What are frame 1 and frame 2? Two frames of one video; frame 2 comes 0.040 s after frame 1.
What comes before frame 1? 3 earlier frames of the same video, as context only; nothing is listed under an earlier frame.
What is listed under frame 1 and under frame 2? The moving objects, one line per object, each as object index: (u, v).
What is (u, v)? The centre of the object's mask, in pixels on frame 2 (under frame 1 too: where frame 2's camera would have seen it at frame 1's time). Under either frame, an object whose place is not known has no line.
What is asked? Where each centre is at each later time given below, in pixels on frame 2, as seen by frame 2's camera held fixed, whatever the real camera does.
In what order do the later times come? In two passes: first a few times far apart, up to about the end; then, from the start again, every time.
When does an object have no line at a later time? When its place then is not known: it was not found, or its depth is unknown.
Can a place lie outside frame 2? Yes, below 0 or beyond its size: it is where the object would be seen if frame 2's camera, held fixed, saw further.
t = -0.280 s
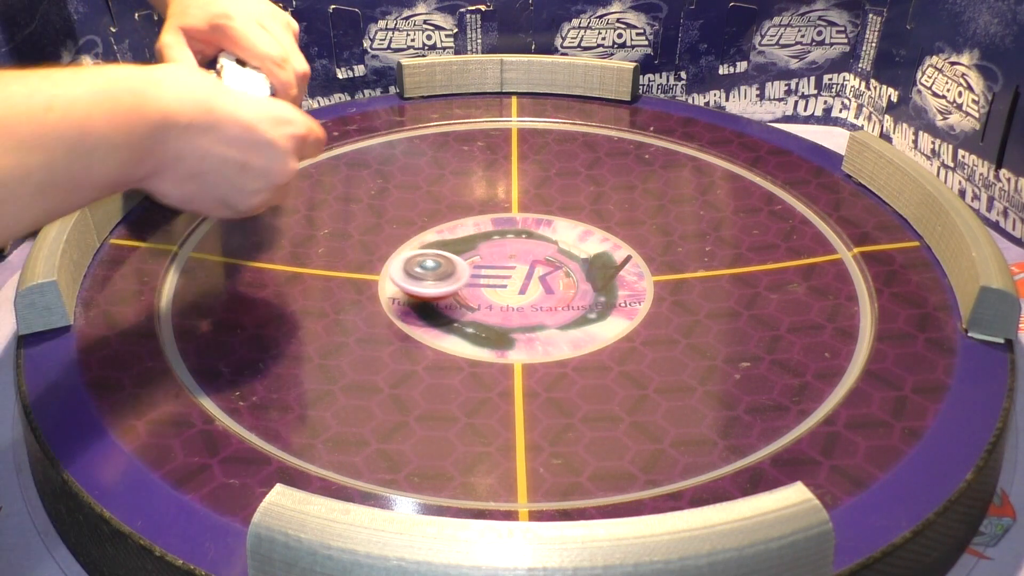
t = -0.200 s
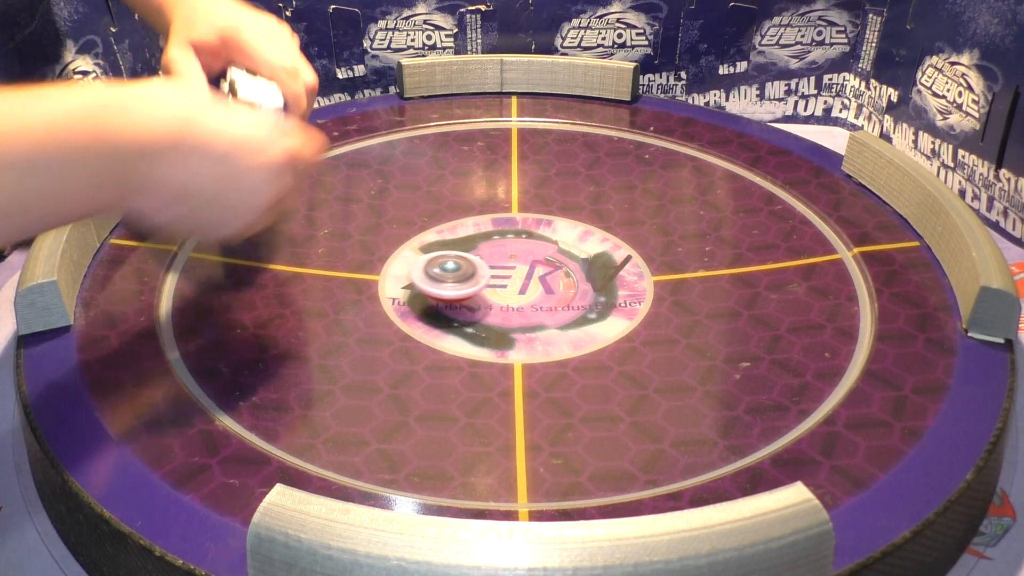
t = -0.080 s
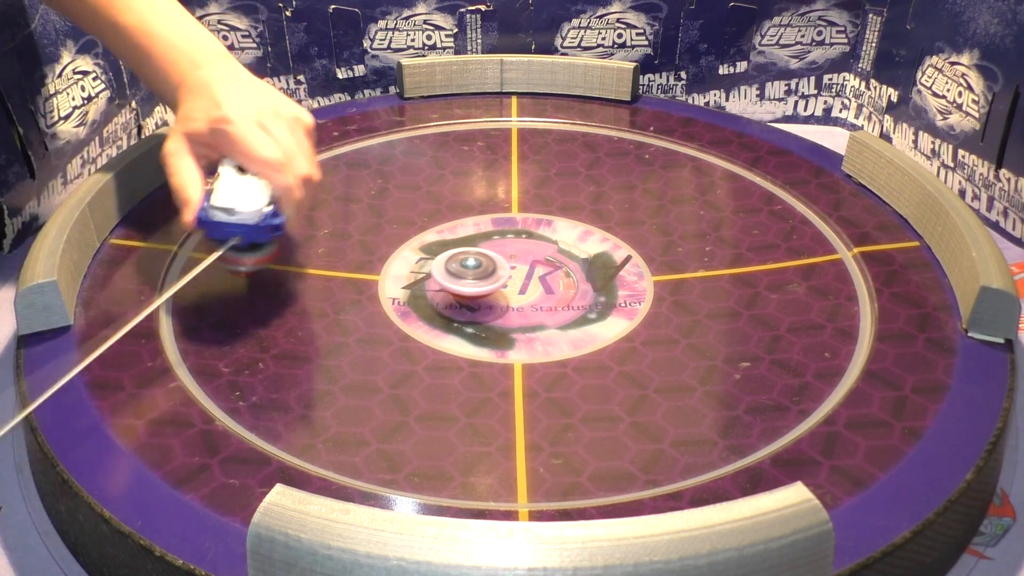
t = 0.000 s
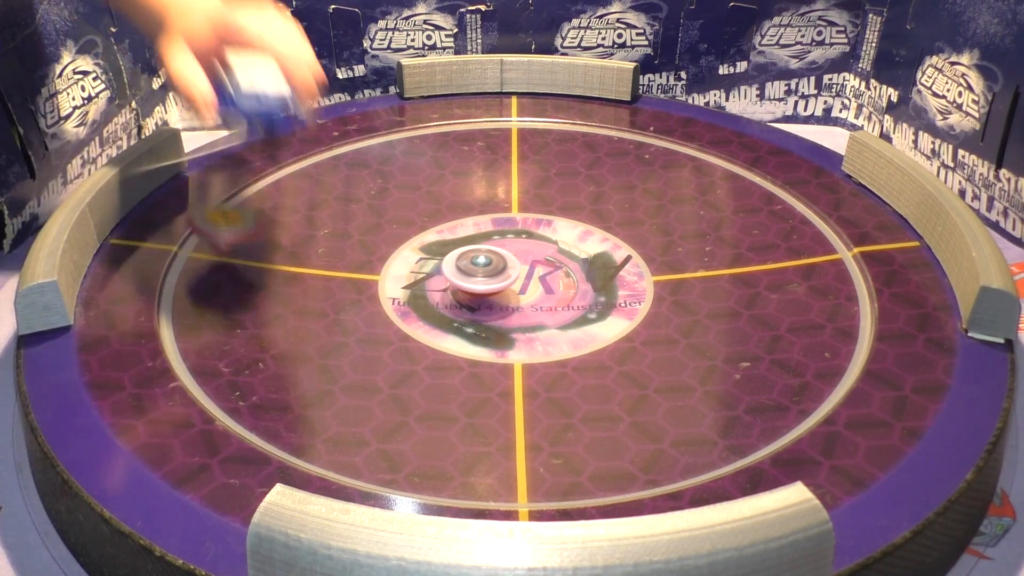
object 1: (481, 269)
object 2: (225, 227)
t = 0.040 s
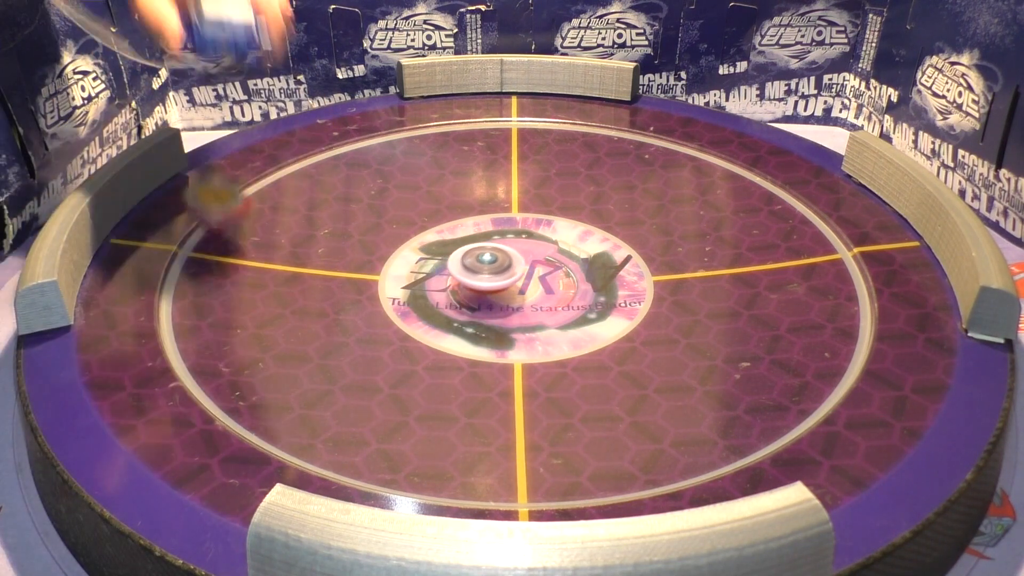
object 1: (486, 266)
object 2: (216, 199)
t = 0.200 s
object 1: (505, 257)
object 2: (293, 158)
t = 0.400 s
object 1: (509, 249)
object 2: (385, 128)
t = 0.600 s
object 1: (513, 242)
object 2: (438, 111)
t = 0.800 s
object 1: (513, 242)
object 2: (453, 111)
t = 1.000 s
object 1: (516, 243)
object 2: (435, 125)
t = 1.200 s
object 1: (521, 248)
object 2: (414, 144)
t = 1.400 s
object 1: (526, 254)
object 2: (438, 161)
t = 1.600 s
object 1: (532, 260)
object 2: (514, 177)
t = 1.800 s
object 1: (535, 265)
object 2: (589, 175)
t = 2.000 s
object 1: (538, 269)
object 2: (624, 161)
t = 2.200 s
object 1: (538, 273)
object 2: (610, 161)
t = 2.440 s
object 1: (534, 274)
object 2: (588, 196)
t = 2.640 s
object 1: (518, 278)
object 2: (585, 239)
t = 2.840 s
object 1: (461, 297)
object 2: (667, 225)
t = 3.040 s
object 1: (456, 305)
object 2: (711, 203)
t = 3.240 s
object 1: (455, 306)
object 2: (682, 200)
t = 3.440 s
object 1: (460, 300)
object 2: (633, 225)
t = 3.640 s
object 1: (468, 287)
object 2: (561, 265)
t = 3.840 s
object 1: (452, 271)
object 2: (587, 301)
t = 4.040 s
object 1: (453, 257)
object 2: (665, 310)
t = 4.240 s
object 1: (460, 245)
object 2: (675, 305)
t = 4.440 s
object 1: (473, 237)
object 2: (626, 290)
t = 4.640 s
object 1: (490, 231)
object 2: (545, 271)
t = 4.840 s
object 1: (509, 229)
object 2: (483, 274)
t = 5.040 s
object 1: (529, 230)
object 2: (451, 293)
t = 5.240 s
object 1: (546, 235)
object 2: (464, 300)
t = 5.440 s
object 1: (560, 244)
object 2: (484, 290)
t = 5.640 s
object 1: (568, 254)
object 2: (496, 273)
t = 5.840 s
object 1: (572, 266)
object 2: (487, 255)
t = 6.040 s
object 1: (568, 277)
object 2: (482, 241)
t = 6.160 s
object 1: (562, 282)
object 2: (482, 237)
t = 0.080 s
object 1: (493, 263)
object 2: (222, 183)
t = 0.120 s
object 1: (498, 260)
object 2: (245, 176)
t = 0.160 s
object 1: (503, 259)
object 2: (270, 167)
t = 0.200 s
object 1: (505, 257)
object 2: (293, 158)
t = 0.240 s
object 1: (507, 256)
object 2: (315, 152)
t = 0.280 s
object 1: (508, 255)
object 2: (335, 145)
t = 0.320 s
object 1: (508, 254)
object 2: (353, 139)
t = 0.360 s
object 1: (508, 252)
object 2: (370, 133)
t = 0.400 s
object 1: (509, 249)
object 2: (385, 128)
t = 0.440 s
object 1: (510, 246)
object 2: (399, 123)
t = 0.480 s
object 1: (512, 244)
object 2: (411, 119)
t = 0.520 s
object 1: (512, 243)
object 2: (422, 115)
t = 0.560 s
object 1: (513, 242)
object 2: (431, 113)
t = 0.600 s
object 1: (513, 242)
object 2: (438, 111)
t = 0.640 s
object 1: (513, 242)
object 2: (444, 110)
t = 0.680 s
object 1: (513, 242)
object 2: (448, 109)
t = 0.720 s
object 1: (513, 242)
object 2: (451, 109)
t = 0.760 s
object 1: (513, 242)
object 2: (453, 110)
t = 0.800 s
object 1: (513, 242)
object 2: (453, 111)
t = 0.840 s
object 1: (514, 242)
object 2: (452, 113)
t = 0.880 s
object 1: (514, 242)
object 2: (450, 115)
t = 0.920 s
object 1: (515, 242)
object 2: (445, 119)
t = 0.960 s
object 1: (515, 243)
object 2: (441, 122)
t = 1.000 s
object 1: (516, 243)
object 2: (435, 125)
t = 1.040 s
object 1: (517, 244)
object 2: (430, 130)
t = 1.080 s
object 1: (517, 245)
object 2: (424, 133)
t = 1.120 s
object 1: (518, 246)
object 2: (419, 137)
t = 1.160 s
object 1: (520, 247)
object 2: (416, 140)
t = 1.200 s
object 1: (521, 248)
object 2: (414, 144)
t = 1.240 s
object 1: (522, 250)
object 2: (414, 148)
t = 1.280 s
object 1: (523, 251)
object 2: (416, 151)
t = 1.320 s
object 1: (524, 252)
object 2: (421, 154)
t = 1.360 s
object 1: (525, 253)
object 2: (428, 157)
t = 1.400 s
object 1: (526, 254)
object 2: (438, 161)
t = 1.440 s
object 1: (528, 255)
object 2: (451, 164)
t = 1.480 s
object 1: (529, 256)
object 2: (465, 168)
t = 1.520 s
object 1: (529, 257)
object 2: (480, 171)
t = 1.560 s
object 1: (531, 259)
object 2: (497, 174)
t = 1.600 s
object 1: (532, 260)
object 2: (514, 177)
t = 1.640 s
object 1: (533, 261)
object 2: (531, 177)
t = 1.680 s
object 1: (533, 262)
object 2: (547, 177)
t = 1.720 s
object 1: (534, 263)
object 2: (562, 178)
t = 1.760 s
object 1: (535, 264)
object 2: (576, 177)
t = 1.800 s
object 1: (535, 265)
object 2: (589, 175)
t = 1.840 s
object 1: (536, 266)
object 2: (600, 173)
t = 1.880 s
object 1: (536, 267)
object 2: (610, 171)
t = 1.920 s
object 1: (537, 268)
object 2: (617, 168)
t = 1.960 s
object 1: (537, 269)
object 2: (622, 164)
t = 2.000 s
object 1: (538, 269)
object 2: (624, 161)
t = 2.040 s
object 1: (538, 270)
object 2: (624, 160)
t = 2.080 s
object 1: (538, 271)
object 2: (622, 159)
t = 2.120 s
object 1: (538, 271)
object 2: (619, 159)
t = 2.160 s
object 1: (538, 272)
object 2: (616, 159)
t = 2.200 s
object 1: (538, 273)
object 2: (610, 161)
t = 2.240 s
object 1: (537, 273)
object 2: (605, 164)
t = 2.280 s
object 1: (537, 274)
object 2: (600, 168)
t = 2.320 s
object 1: (536, 274)
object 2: (595, 173)
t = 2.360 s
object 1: (536, 274)
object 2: (592, 179)
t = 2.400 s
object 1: (535, 274)
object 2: (590, 187)
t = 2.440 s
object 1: (534, 274)
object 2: (588, 196)
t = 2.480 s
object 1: (533, 274)
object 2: (585, 205)
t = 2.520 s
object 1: (532, 274)
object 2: (582, 215)
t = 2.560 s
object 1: (531, 275)
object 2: (578, 226)
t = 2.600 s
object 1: (530, 275)
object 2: (576, 236)
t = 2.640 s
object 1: (518, 278)
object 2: (585, 239)
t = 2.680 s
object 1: (494, 286)
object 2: (605, 238)
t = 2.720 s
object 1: (480, 290)
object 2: (621, 237)
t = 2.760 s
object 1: (470, 294)
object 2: (637, 234)
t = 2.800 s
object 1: (464, 296)
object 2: (652, 230)
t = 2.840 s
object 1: (461, 297)
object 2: (667, 225)
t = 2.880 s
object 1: (459, 300)
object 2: (683, 222)
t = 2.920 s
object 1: (458, 302)
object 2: (696, 216)
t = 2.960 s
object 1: (457, 303)
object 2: (706, 212)
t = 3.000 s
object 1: (456, 304)
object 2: (711, 207)
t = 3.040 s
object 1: (456, 305)
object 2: (711, 203)
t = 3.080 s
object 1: (456, 305)
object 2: (709, 200)
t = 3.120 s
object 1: (455, 306)
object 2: (705, 198)
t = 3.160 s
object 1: (455, 306)
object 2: (699, 198)
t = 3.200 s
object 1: (455, 306)
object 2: (691, 199)
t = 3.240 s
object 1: (455, 306)
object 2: (682, 200)
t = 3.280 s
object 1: (456, 305)
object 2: (673, 203)
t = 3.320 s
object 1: (457, 304)
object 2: (663, 206)
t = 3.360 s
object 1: (458, 303)
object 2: (655, 211)
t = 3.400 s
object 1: (459, 301)
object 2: (645, 216)
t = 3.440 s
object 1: (460, 300)
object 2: (633, 225)
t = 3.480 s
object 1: (462, 297)
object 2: (618, 234)
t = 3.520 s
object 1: (464, 295)
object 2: (601, 241)
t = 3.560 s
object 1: (465, 293)
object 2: (585, 250)
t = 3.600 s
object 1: (466, 290)
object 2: (571, 257)
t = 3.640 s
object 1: (468, 287)
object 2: (561, 265)
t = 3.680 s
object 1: (469, 284)
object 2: (551, 271)
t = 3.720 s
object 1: (464, 281)
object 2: (550, 280)
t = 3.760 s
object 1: (457, 277)
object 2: (559, 288)
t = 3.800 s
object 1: (453, 273)
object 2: (573, 296)
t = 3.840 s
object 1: (452, 271)
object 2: (587, 301)
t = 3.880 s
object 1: (451, 266)
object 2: (604, 303)
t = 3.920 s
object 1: (451, 264)
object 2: (620, 306)
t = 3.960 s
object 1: (452, 262)
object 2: (635, 307)
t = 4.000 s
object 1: (452, 259)
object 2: (651, 309)
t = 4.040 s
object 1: (453, 257)
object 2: (665, 310)
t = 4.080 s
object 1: (454, 255)
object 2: (675, 311)
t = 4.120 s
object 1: (455, 252)
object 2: (679, 310)
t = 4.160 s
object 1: (456, 249)
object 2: (681, 310)
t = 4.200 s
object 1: (458, 247)
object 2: (679, 307)
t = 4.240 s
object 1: (460, 245)
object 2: (675, 305)
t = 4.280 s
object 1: (462, 243)
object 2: (668, 301)
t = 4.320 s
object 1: (465, 241)
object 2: (661, 297)
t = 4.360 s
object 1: (467, 240)
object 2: (652, 294)
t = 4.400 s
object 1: (470, 238)
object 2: (641, 292)
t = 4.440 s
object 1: (473, 237)
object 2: (626, 290)
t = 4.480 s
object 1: (476, 235)
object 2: (610, 285)
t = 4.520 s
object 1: (480, 234)
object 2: (592, 283)
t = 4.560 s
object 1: (483, 233)
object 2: (574, 277)
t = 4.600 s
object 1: (486, 232)
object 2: (559, 275)
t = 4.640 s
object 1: (490, 231)
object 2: (545, 271)
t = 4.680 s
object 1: (493, 230)
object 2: (531, 269)
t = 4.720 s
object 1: (497, 229)
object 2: (517, 270)
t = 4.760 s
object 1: (501, 229)
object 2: (504, 270)
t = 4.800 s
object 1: (505, 228)
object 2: (493, 272)
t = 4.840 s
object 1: (509, 229)
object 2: (483, 274)
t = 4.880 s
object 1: (512, 229)
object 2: (474, 277)
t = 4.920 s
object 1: (516, 229)
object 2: (467, 280)
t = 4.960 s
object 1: (521, 229)
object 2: (460, 284)
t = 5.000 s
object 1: (525, 230)
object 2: (455, 289)
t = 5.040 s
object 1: (529, 230)
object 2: (451, 293)
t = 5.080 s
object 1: (532, 231)
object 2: (451, 296)
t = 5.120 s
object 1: (536, 232)
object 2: (453, 298)
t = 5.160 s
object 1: (539, 233)
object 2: (455, 299)
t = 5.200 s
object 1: (543, 234)
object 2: (460, 300)
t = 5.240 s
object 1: (546, 235)
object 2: (464, 300)
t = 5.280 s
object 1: (549, 237)
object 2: (469, 300)
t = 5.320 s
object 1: (552, 238)
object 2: (473, 299)
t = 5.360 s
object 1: (555, 240)
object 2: (477, 296)
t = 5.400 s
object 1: (558, 242)
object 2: (482, 294)
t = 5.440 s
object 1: (560, 244)
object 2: (484, 290)
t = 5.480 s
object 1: (562, 246)
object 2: (486, 287)
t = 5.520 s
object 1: (564, 248)
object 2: (489, 283)
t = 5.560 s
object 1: (565, 250)
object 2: (491, 280)
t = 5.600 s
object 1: (567, 252)
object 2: (495, 276)
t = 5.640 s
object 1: (568, 254)
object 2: (496, 273)
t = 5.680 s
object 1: (569, 257)
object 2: (495, 269)
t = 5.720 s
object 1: (570, 259)
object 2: (493, 265)
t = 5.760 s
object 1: (571, 262)
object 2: (491, 261)
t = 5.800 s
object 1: (571, 264)
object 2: (489, 258)
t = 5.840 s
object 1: (572, 266)
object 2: (487, 255)
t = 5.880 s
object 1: (571, 269)
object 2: (486, 252)
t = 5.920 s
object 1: (571, 271)
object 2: (484, 249)
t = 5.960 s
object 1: (571, 273)
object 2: (483, 246)
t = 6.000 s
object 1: (570, 275)
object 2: (482, 243)
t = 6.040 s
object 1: (568, 277)
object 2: (482, 241)
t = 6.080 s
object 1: (566, 279)
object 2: (482, 240)
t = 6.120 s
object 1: (564, 281)
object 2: (482, 238)
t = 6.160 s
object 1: (562, 282)
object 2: (482, 237)
